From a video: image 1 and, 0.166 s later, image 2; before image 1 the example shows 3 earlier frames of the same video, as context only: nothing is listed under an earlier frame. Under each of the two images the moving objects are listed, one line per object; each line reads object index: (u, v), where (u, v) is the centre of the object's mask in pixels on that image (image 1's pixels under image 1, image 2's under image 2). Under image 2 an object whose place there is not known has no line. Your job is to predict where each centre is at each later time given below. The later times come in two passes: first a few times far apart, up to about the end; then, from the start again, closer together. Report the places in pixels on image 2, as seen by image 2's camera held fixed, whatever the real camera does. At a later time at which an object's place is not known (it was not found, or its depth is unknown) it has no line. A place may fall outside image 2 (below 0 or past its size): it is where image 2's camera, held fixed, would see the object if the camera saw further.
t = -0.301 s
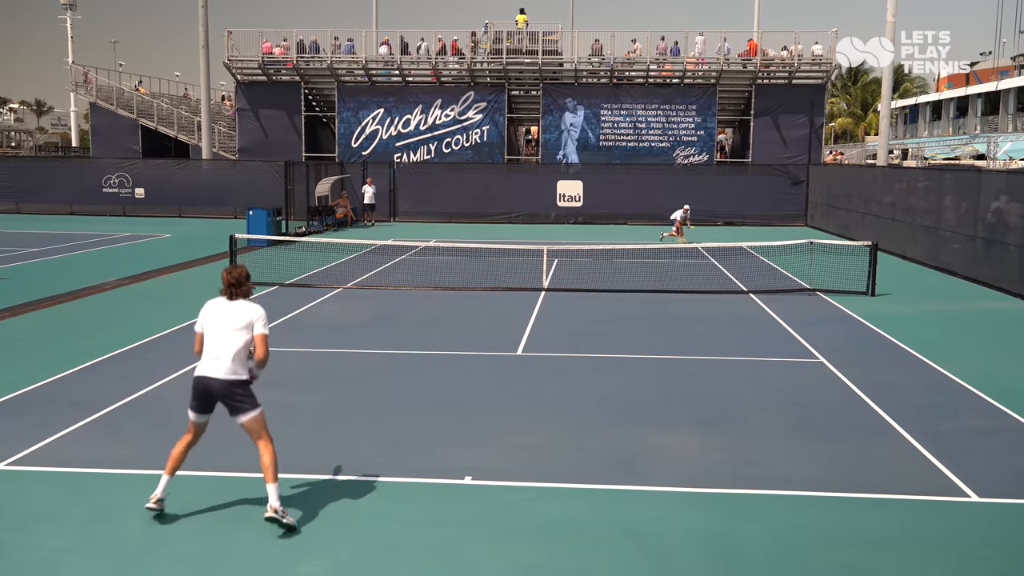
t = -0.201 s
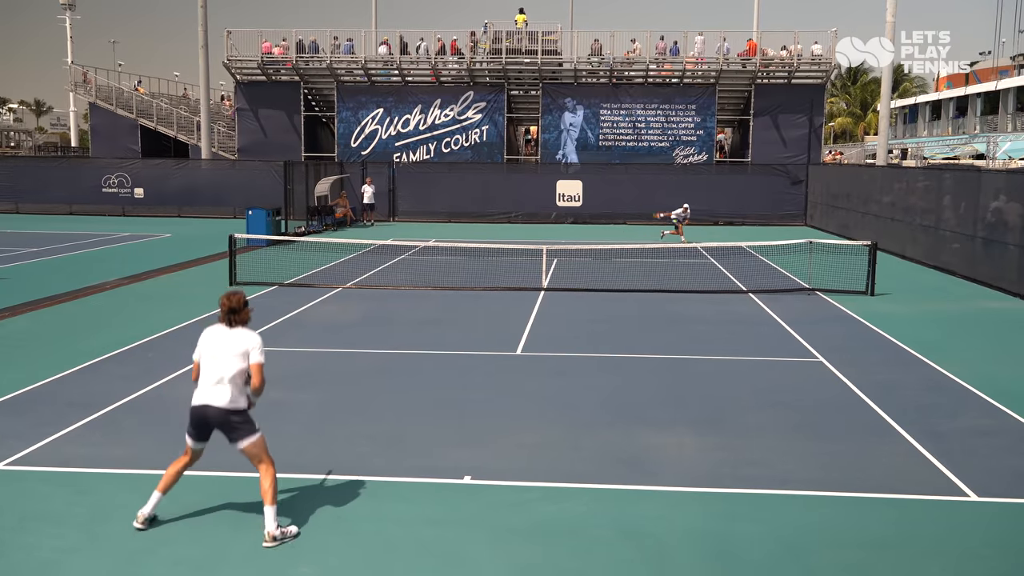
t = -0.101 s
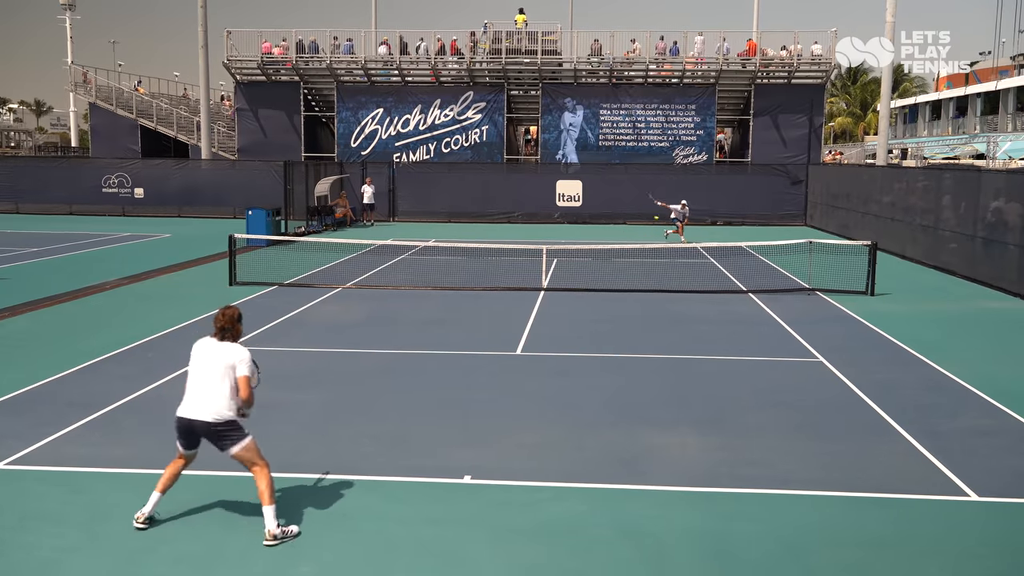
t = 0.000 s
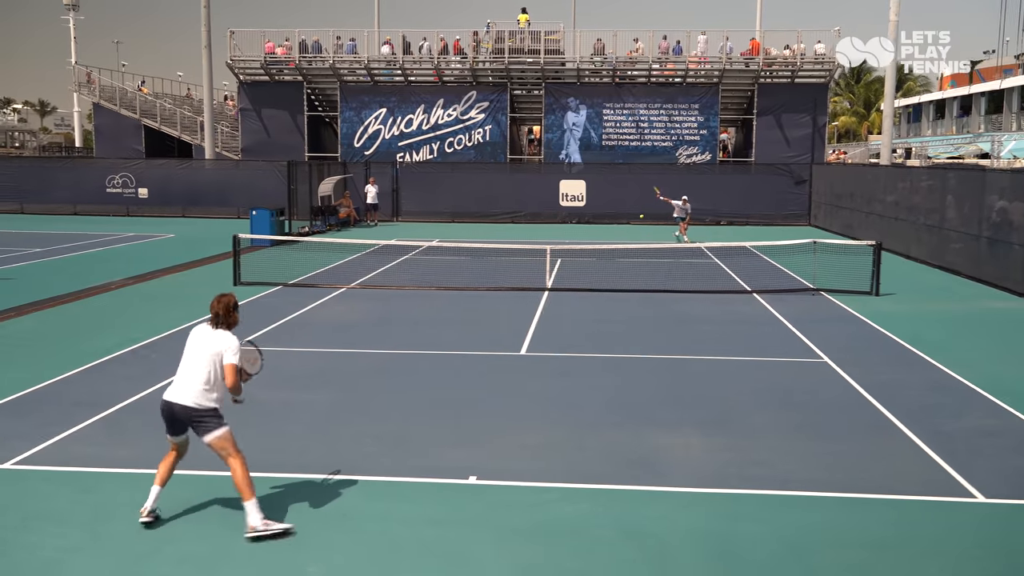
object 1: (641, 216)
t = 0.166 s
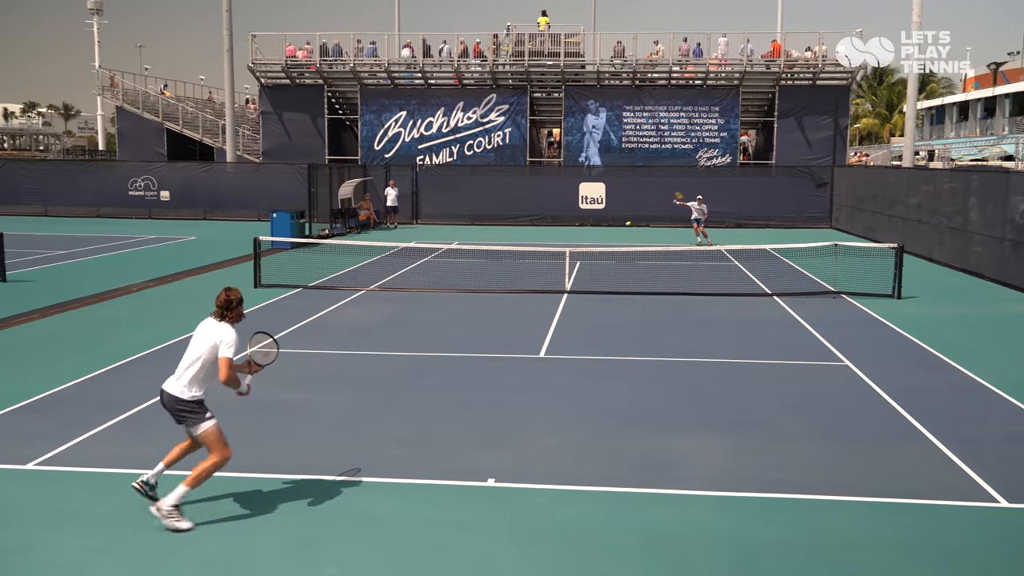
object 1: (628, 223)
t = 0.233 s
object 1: (614, 228)
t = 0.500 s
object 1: (552, 273)
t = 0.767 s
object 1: (469, 381)
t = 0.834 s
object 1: (455, 373)
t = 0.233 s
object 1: (614, 228)
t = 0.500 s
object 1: (552, 273)
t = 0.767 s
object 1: (469, 381)
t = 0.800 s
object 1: (463, 377)
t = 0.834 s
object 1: (455, 373)
